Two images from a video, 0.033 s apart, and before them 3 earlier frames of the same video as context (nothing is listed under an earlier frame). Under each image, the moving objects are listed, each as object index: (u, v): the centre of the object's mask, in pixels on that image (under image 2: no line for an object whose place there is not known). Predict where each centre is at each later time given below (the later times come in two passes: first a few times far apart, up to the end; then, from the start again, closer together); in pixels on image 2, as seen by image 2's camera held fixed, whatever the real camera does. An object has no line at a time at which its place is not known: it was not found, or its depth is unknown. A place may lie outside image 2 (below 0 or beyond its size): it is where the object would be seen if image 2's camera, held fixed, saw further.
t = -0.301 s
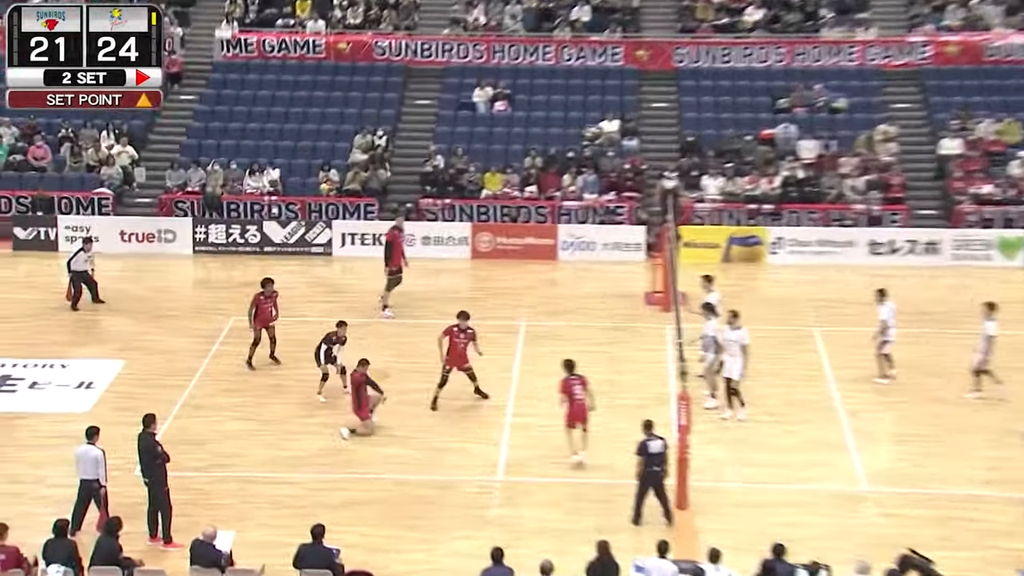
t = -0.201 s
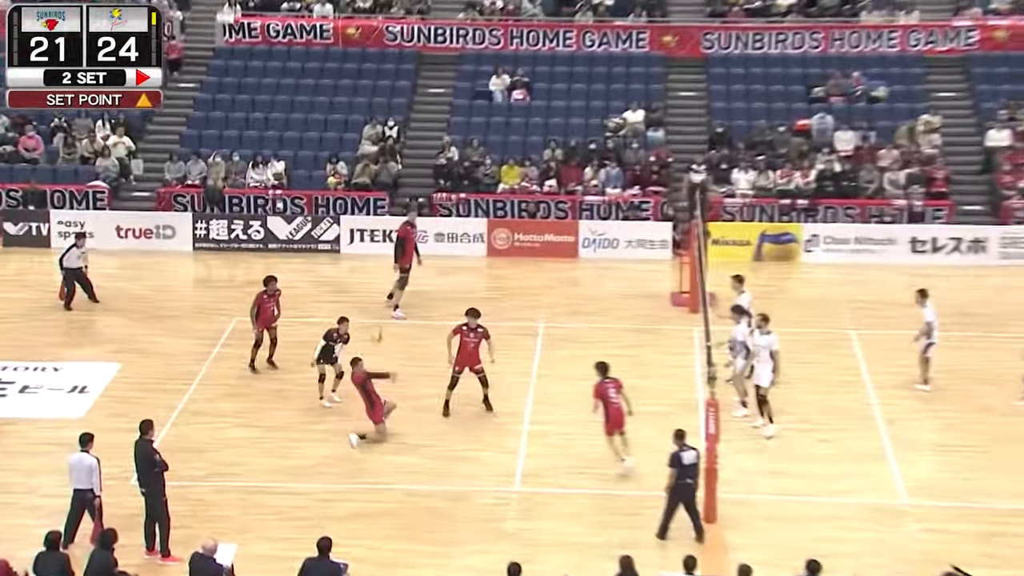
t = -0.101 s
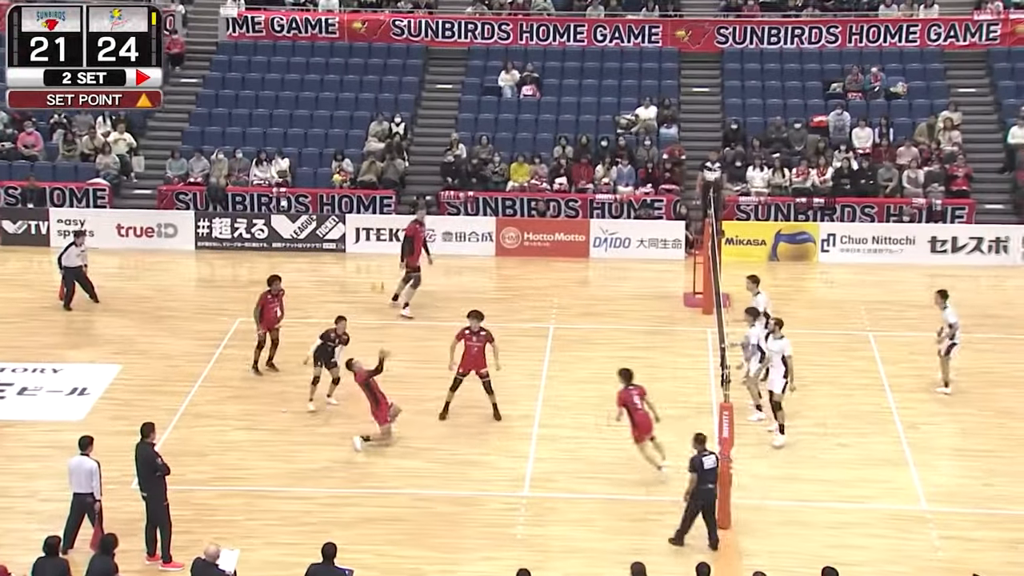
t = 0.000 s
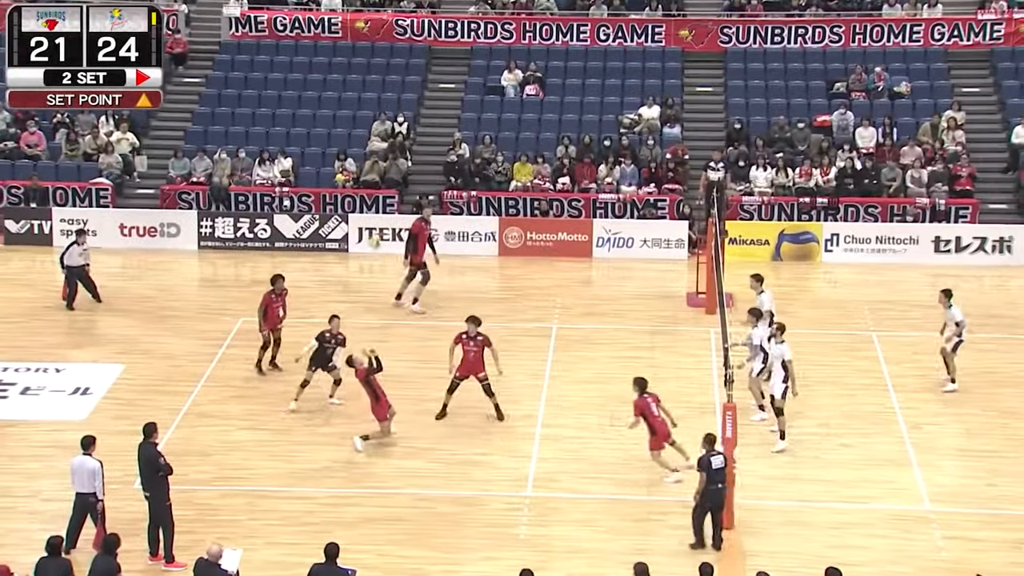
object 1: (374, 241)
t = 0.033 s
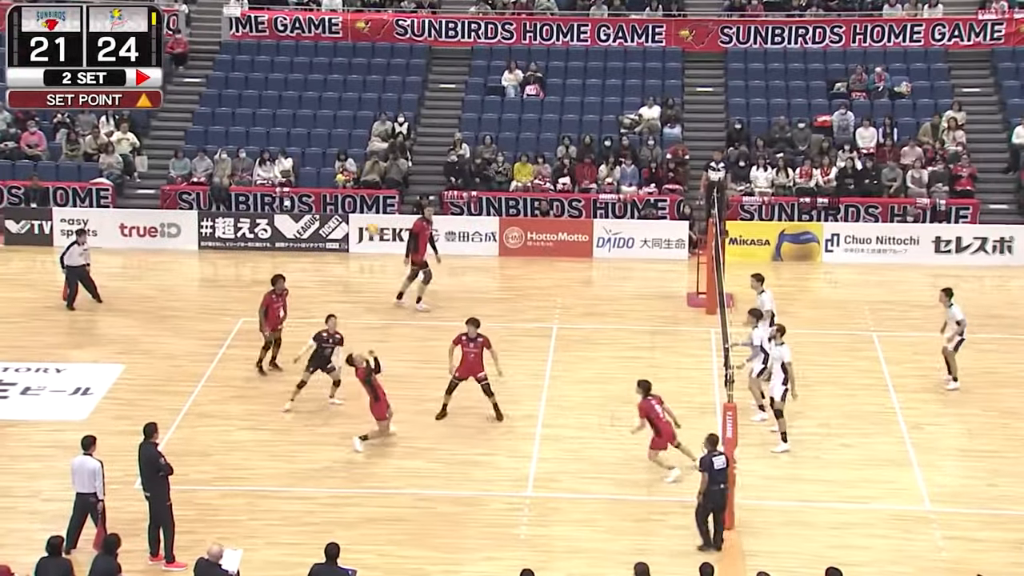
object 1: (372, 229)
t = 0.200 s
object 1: (362, 171)
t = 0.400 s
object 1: (349, 128)
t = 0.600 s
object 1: (336, 107)
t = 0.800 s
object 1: (324, 111)
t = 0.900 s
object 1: (318, 122)
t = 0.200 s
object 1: (362, 171)
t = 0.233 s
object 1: (360, 162)
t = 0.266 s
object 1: (358, 154)
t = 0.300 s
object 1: (356, 146)
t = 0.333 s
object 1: (354, 139)
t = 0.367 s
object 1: (351, 133)
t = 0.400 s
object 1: (349, 128)
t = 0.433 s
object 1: (347, 122)
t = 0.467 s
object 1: (345, 118)
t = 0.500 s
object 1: (343, 114)
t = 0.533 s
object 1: (341, 111)
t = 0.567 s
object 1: (338, 109)
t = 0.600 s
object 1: (336, 107)
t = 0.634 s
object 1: (335, 107)
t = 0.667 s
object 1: (333, 106)
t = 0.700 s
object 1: (330, 106)
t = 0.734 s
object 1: (328, 107)
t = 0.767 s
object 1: (326, 109)
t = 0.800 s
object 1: (324, 111)
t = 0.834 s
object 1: (323, 114)
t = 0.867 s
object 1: (320, 117)
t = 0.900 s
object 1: (318, 122)
